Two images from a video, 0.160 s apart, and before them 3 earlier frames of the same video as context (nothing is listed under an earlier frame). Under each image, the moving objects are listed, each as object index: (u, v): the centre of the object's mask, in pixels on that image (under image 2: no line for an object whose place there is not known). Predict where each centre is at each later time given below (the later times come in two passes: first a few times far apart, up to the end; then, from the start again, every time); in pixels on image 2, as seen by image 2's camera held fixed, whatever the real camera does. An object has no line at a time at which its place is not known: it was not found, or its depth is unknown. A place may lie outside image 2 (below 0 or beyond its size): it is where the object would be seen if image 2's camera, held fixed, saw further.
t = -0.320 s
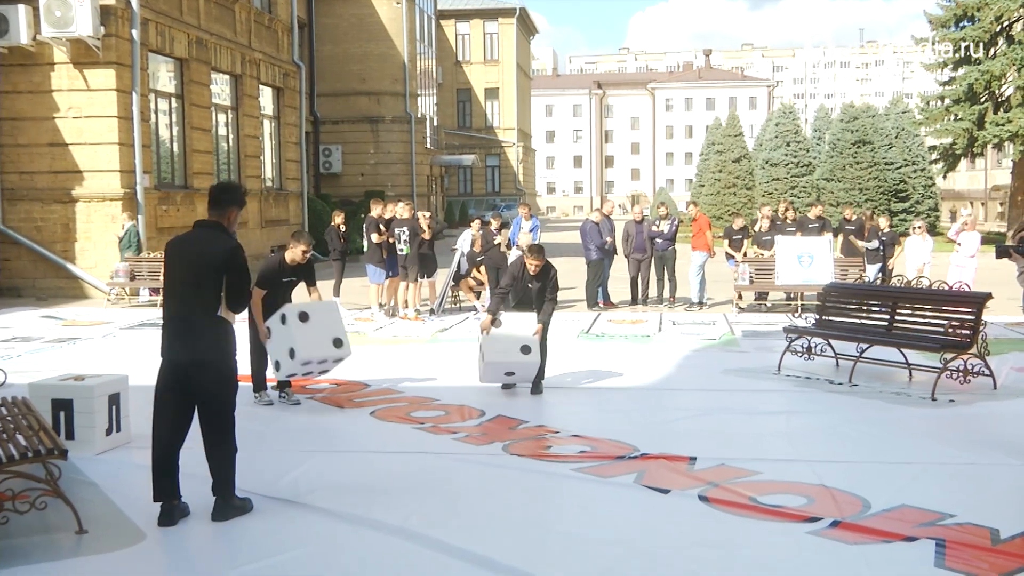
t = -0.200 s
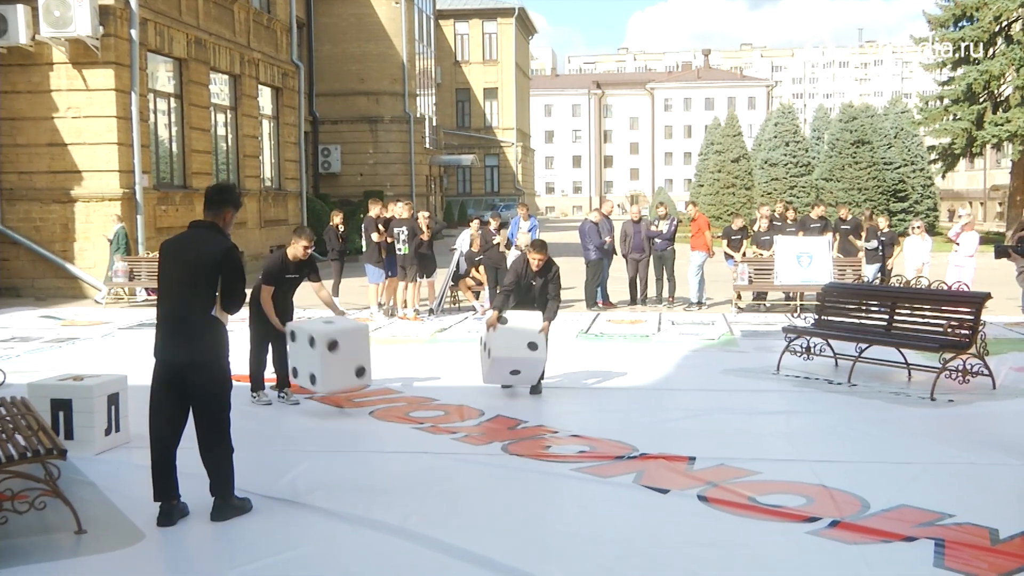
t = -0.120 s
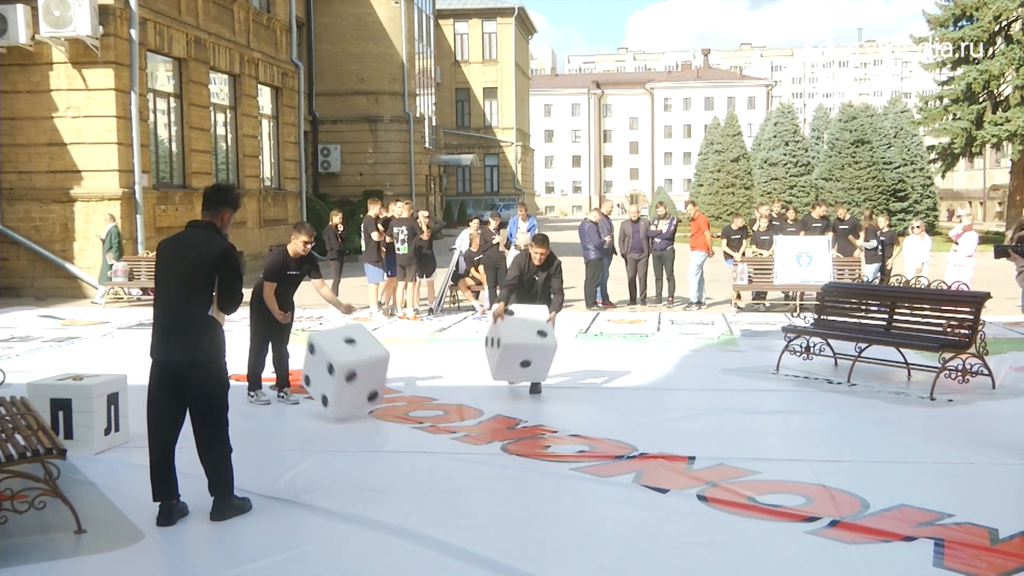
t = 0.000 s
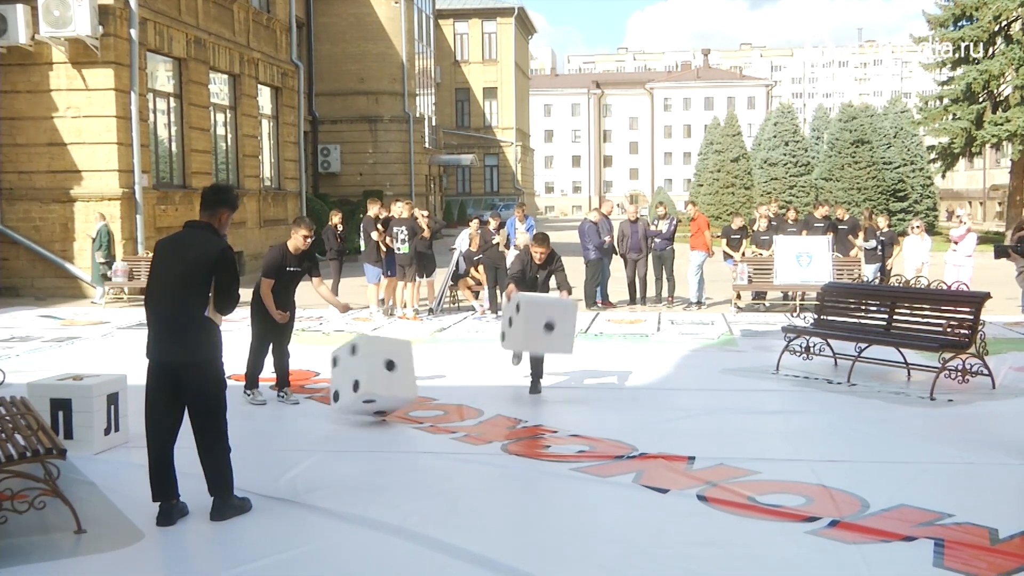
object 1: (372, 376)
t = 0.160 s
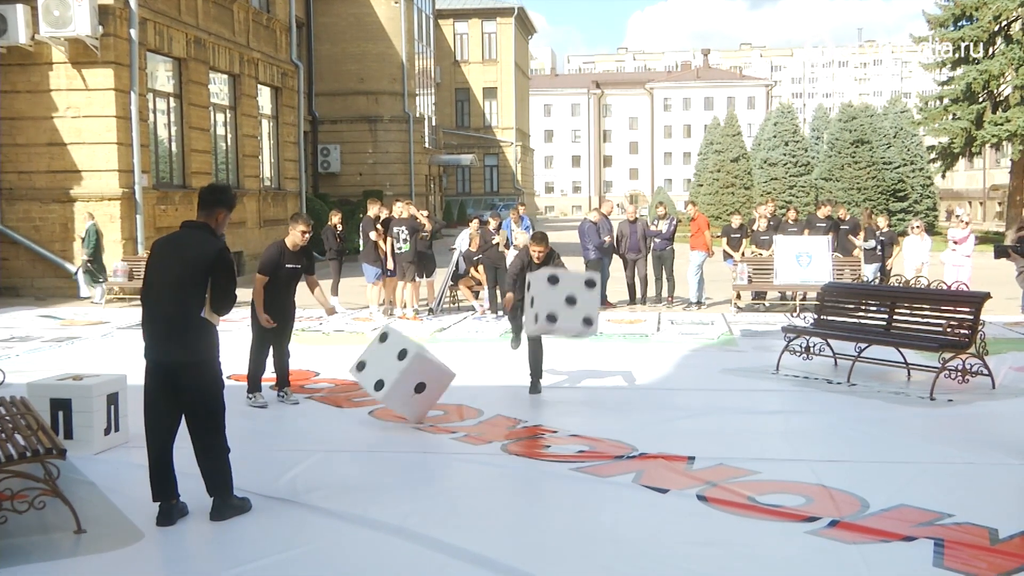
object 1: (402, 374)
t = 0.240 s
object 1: (411, 370)
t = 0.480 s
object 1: (436, 385)
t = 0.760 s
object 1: (453, 386)
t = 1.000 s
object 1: (468, 389)
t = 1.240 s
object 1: (485, 400)
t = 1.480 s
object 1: (484, 404)
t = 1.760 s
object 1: (481, 406)
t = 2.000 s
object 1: (479, 406)
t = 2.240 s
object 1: (481, 406)
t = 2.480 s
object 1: (481, 406)
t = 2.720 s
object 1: (481, 406)
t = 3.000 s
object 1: (481, 406)
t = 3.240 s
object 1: (482, 406)
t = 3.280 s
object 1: (485, 406)
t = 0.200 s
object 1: (407, 371)
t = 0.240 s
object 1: (411, 370)
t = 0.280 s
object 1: (415, 370)
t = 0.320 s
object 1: (420, 372)
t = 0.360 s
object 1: (424, 377)
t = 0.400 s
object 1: (428, 383)
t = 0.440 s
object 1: (432, 386)
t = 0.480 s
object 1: (436, 385)
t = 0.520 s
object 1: (439, 388)
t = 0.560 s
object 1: (442, 389)
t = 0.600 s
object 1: (445, 391)
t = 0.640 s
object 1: (447, 389)
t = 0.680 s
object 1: (449, 388)
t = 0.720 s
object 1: (451, 387)
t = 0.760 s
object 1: (453, 386)
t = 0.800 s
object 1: (455, 386)
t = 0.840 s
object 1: (457, 387)
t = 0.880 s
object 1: (460, 387)
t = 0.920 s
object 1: (463, 388)
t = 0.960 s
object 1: (465, 388)
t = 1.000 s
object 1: (468, 389)
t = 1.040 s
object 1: (472, 391)
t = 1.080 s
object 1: (476, 392)
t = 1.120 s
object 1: (479, 394)
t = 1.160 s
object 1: (482, 394)
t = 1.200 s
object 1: (483, 397)
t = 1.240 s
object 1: (485, 400)
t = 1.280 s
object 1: (484, 399)
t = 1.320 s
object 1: (483, 400)
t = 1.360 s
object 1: (483, 401)
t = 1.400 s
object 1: (483, 401)
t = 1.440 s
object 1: (483, 403)
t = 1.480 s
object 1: (484, 404)
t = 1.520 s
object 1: (484, 406)
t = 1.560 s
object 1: (484, 406)
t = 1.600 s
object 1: (484, 406)
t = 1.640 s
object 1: (484, 406)
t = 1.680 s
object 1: (483, 406)
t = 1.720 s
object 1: (481, 406)
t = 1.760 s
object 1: (481, 406)
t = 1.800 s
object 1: (480, 406)
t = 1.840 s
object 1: (479, 406)
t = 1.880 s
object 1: (479, 406)
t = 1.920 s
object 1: (479, 406)
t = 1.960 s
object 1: (479, 406)
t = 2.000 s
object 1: (479, 406)
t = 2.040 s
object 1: (480, 406)
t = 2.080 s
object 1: (481, 406)
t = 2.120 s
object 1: (481, 406)
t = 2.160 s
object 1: (481, 406)
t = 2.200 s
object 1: (481, 406)
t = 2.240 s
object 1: (481, 406)
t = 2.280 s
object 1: (481, 406)
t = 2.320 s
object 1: (481, 406)
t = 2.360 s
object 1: (481, 406)
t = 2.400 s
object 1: (481, 405)
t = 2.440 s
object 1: (481, 406)
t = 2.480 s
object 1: (481, 406)
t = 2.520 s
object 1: (481, 406)
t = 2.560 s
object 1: (481, 406)
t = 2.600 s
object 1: (481, 406)
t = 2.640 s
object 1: (481, 406)
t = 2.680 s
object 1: (481, 406)
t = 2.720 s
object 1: (481, 406)
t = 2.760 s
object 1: (481, 406)
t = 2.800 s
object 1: (482, 405)
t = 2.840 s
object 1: (481, 406)
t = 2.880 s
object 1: (481, 406)
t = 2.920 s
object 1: (481, 406)
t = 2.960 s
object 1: (481, 406)
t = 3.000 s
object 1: (481, 406)
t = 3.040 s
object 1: (481, 406)
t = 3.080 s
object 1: (481, 406)
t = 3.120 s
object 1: (481, 406)
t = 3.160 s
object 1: (481, 406)
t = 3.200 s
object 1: (481, 406)
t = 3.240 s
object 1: (482, 406)
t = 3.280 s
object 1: (485, 406)
